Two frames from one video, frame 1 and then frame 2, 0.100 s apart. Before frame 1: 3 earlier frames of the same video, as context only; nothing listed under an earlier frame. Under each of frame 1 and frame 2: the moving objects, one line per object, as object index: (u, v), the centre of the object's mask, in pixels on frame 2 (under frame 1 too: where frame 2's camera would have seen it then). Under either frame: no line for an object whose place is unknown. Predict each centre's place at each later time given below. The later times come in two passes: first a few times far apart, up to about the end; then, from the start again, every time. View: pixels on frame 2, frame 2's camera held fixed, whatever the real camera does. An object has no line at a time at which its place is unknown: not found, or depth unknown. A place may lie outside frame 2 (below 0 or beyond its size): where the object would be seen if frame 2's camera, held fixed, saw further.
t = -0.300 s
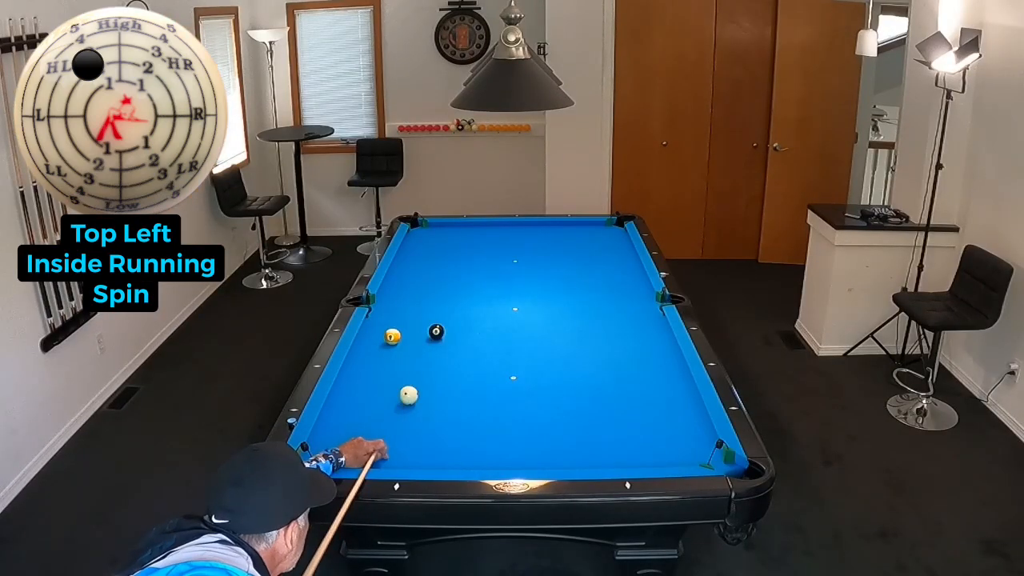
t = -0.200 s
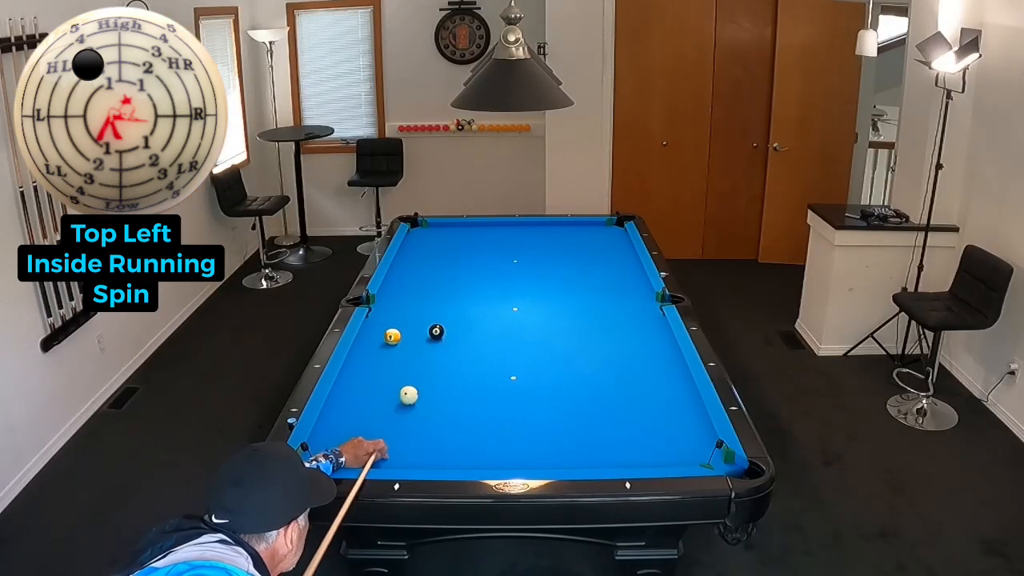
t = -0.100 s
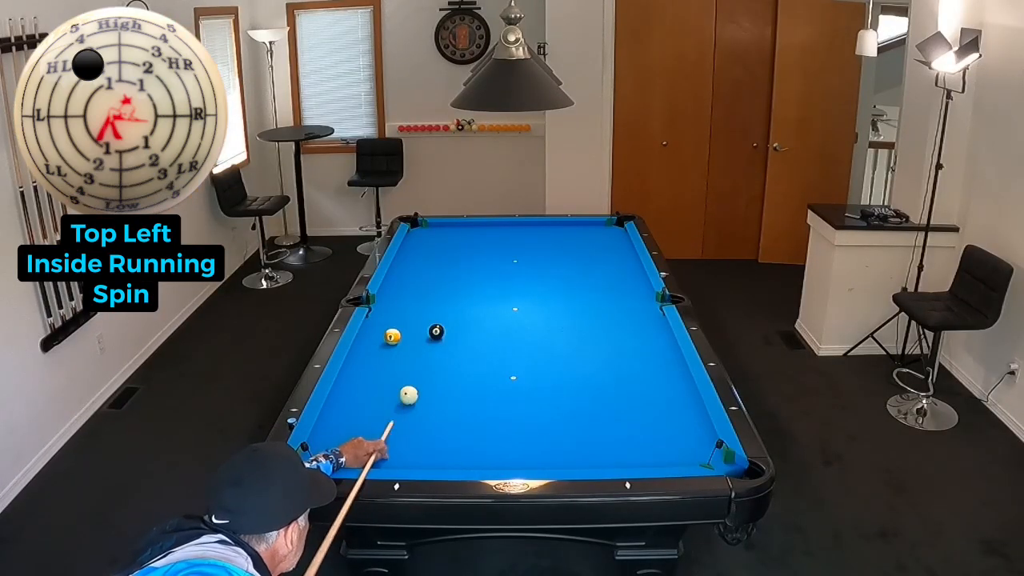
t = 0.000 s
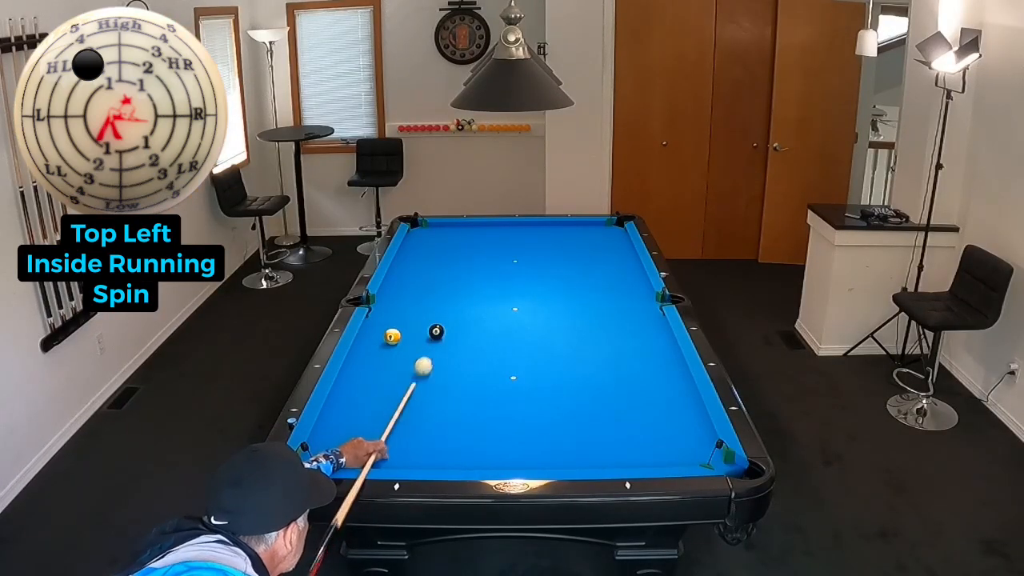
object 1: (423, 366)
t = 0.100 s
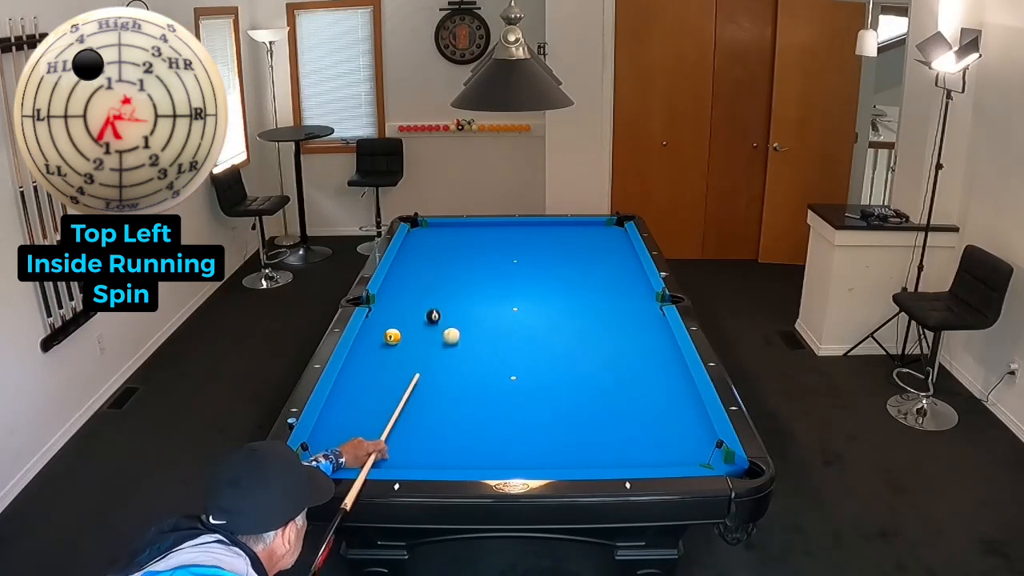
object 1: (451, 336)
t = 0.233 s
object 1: (488, 327)
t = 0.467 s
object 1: (542, 306)
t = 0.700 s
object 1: (589, 288)
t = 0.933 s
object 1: (629, 273)
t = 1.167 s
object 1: (618, 262)
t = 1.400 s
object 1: (594, 253)
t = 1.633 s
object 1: (573, 245)
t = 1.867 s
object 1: (553, 237)
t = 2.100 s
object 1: (536, 231)
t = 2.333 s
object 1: (519, 225)
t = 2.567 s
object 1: (504, 225)
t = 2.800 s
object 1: (488, 228)
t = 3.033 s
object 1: (475, 231)
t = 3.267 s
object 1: (461, 234)
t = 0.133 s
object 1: (461, 334)
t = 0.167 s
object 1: (471, 332)
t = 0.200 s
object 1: (480, 330)
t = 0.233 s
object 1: (488, 327)
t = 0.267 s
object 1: (497, 324)
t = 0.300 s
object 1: (505, 321)
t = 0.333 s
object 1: (513, 317)
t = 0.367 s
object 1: (520, 314)
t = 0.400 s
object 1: (528, 312)
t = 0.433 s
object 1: (535, 309)
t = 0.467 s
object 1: (542, 306)
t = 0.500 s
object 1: (549, 303)
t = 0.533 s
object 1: (557, 301)
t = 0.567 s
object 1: (563, 298)
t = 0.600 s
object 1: (570, 296)
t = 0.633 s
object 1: (576, 293)
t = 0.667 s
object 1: (583, 291)
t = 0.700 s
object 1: (589, 288)
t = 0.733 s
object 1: (595, 286)
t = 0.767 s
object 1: (601, 283)
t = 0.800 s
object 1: (607, 281)
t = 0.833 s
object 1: (612, 279)
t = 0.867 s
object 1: (618, 277)
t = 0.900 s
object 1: (623, 275)
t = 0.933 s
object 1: (629, 273)
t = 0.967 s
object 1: (634, 271)
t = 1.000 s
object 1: (638, 269)
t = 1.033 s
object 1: (633, 267)
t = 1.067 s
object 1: (629, 266)
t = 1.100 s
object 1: (625, 264)
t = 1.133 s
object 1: (621, 263)
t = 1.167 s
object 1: (618, 262)
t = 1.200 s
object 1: (614, 260)
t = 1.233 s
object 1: (611, 259)
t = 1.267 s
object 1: (608, 258)
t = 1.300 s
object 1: (604, 257)
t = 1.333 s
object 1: (601, 255)
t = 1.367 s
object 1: (598, 254)
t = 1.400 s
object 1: (594, 253)
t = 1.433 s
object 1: (591, 252)
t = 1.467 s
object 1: (588, 250)
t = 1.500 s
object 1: (585, 249)
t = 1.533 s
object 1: (582, 248)
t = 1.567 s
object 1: (579, 247)
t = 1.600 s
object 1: (576, 246)
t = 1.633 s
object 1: (573, 245)
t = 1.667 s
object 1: (570, 244)
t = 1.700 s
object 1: (567, 243)
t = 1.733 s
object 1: (564, 242)
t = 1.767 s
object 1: (561, 241)
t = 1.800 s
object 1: (559, 239)
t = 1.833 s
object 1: (556, 238)
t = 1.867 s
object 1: (553, 237)
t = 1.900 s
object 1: (551, 236)
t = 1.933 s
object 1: (548, 235)
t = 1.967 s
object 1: (545, 235)
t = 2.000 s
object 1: (543, 234)
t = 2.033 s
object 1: (540, 233)
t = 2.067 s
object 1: (538, 232)
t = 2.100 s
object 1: (536, 231)
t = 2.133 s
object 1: (533, 230)
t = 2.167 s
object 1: (531, 229)
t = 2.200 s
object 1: (528, 228)
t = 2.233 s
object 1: (526, 227)
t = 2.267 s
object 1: (524, 227)
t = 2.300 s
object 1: (521, 226)
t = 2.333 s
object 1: (519, 225)
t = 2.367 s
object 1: (517, 224)
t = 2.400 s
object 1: (514, 223)
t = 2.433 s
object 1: (512, 223)
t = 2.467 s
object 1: (510, 224)
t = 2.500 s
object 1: (508, 224)
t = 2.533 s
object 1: (506, 224)
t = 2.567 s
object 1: (504, 225)
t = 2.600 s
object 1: (501, 226)
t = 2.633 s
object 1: (499, 226)
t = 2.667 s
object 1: (497, 226)
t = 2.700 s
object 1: (495, 227)
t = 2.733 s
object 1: (493, 227)
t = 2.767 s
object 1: (491, 228)
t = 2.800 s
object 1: (488, 228)
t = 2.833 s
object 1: (486, 229)
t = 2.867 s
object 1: (484, 229)
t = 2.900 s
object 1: (483, 229)
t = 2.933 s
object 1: (481, 230)
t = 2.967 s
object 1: (479, 230)
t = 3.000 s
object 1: (477, 231)
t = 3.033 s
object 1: (475, 231)
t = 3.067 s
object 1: (473, 232)
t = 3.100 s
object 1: (471, 232)
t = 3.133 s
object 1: (469, 232)
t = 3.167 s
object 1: (467, 233)
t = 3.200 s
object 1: (465, 233)
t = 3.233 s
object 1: (463, 234)
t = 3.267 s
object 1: (461, 234)
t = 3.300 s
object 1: (459, 235)
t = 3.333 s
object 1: (457, 235)
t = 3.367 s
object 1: (455, 236)
